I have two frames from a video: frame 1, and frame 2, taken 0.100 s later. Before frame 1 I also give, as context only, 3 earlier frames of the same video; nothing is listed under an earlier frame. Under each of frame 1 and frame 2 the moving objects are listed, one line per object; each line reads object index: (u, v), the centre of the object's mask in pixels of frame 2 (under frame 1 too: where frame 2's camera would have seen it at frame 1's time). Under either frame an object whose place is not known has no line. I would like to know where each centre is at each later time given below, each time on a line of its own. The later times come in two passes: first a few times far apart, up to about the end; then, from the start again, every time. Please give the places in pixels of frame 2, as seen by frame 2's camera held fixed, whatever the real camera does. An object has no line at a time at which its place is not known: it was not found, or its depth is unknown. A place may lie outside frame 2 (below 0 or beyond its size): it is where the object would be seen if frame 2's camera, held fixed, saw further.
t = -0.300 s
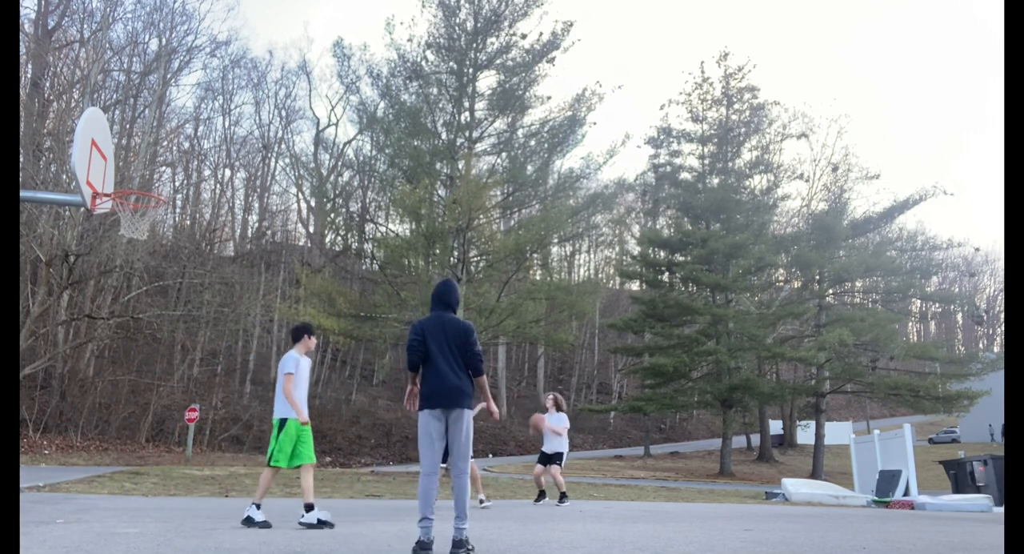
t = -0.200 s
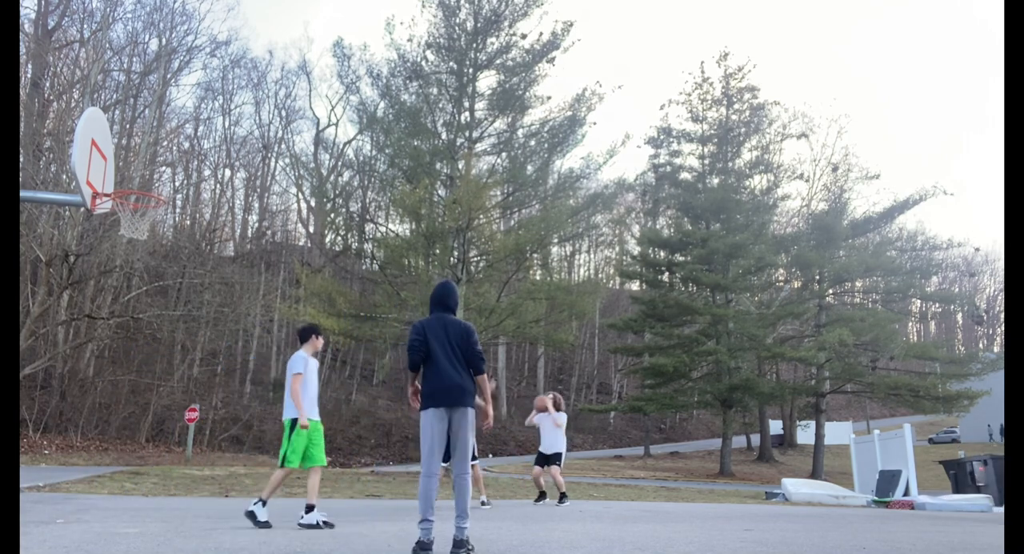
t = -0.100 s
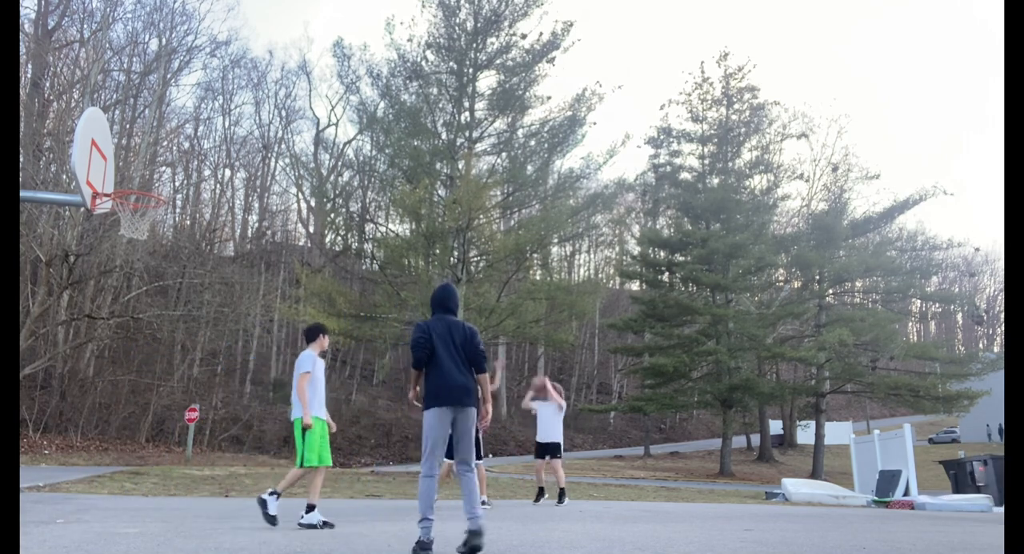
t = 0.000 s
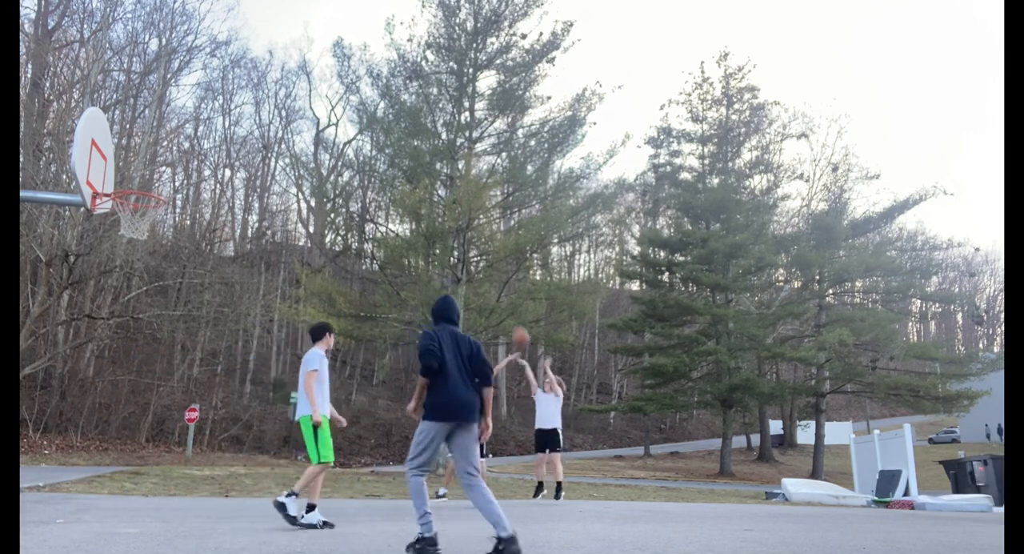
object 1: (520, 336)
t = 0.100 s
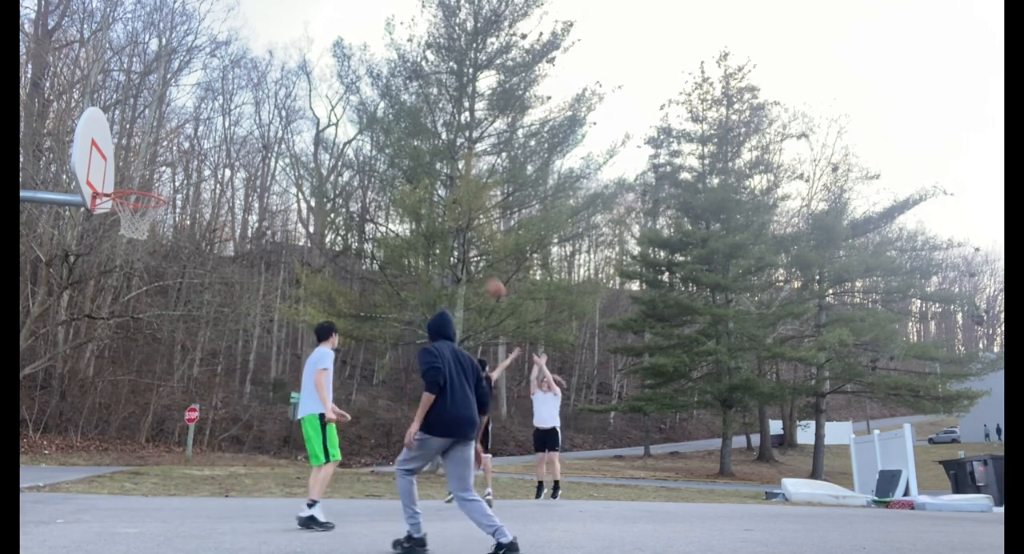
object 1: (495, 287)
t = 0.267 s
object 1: (453, 221)
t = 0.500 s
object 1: (389, 154)
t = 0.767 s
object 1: (301, 117)
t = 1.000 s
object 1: (208, 127)
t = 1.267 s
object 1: (107, 171)
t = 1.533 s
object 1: (116, 153)
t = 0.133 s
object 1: (488, 275)
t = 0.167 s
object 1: (480, 260)
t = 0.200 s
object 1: (469, 246)
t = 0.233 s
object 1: (461, 234)
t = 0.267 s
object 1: (453, 221)
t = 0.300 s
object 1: (444, 210)
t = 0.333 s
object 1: (434, 199)
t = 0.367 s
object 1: (426, 188)
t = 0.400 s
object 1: (416, 178)
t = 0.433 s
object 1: (407, 170)
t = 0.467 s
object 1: (398, 161)
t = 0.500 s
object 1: (389, 154)
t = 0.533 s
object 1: (378, 147)
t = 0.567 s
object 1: (367, 139)
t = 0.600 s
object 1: (357, 134)
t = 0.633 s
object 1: (346, 129)
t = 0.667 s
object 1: (335, 125)
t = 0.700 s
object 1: (324, 121)
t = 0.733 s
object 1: (312, 119)
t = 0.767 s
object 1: (301, 117)
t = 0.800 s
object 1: (289, 115)
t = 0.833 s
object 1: (277, 115)
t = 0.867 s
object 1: (263, 116)
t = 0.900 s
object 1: (251, 117)
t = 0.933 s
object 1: (237, 119)
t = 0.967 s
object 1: (222, 122)
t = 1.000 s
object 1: (208, 127)
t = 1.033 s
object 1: (193, 132)
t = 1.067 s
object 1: (177, 139)
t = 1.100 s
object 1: (160, 147)
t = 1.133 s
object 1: (144, 155)
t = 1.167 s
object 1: (127, 165)
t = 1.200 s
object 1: (108, 176)
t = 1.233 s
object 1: (105, 178)
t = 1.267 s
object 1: (107, 171)
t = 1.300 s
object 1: (109, 165)
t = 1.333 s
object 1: (110, 161)
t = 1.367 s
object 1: (113, 157)
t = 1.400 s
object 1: (114, 154)
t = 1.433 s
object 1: (114, 152)
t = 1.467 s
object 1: (115, 151)
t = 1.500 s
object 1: (115, 151)
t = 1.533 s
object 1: (116, 153)
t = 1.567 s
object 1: (117, 156)
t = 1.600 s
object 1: (117, 159)
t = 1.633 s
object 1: (117, 164)
